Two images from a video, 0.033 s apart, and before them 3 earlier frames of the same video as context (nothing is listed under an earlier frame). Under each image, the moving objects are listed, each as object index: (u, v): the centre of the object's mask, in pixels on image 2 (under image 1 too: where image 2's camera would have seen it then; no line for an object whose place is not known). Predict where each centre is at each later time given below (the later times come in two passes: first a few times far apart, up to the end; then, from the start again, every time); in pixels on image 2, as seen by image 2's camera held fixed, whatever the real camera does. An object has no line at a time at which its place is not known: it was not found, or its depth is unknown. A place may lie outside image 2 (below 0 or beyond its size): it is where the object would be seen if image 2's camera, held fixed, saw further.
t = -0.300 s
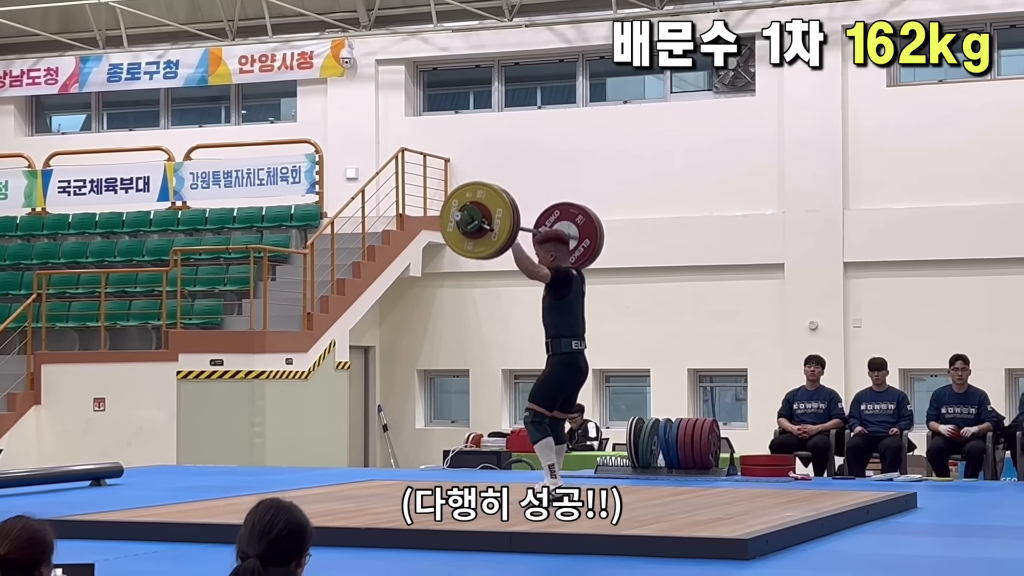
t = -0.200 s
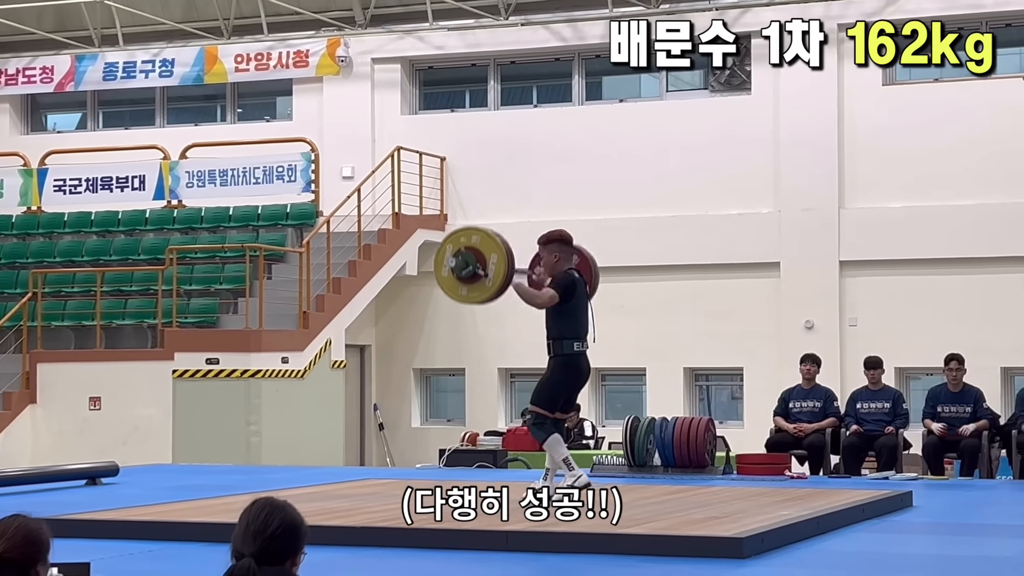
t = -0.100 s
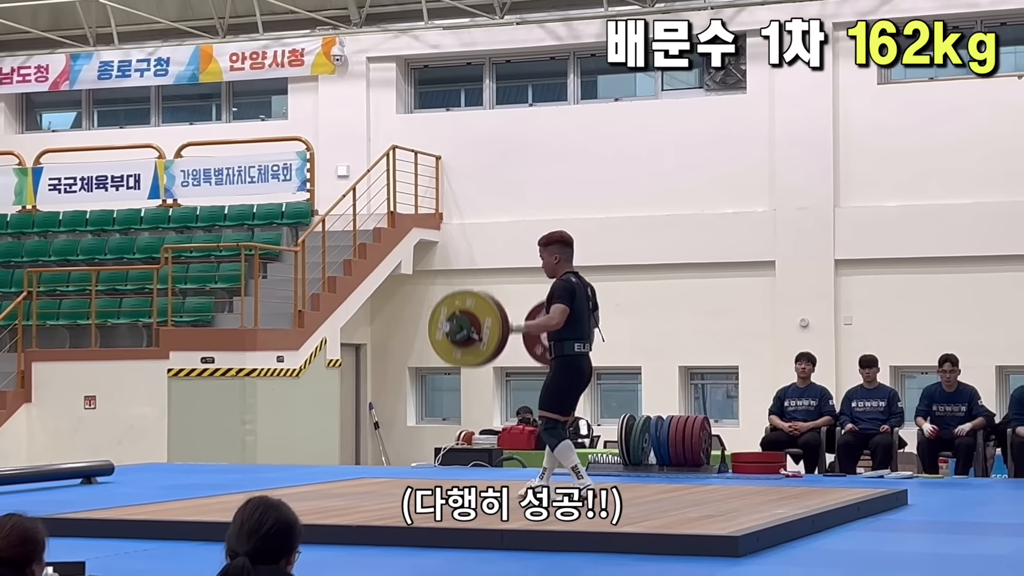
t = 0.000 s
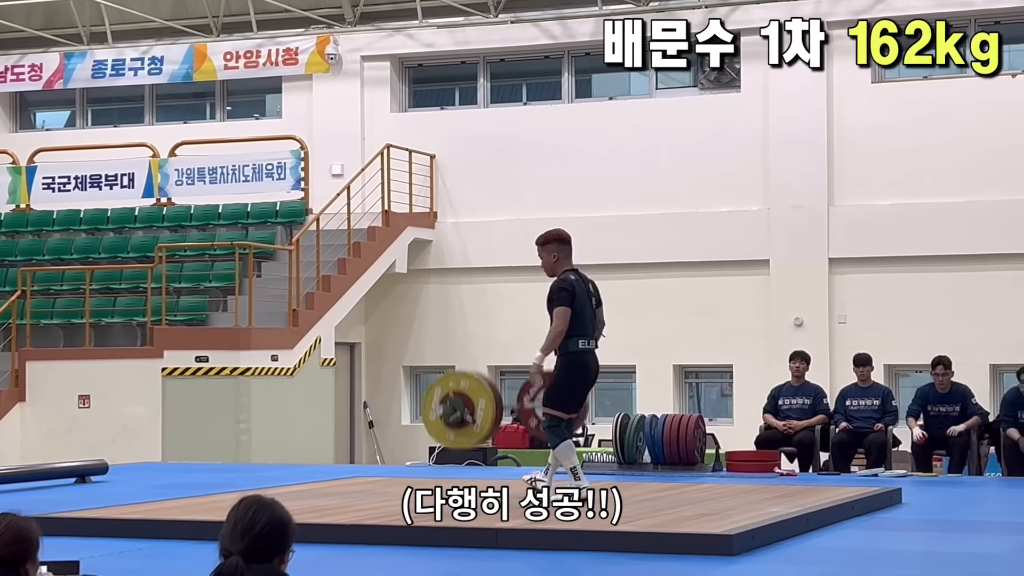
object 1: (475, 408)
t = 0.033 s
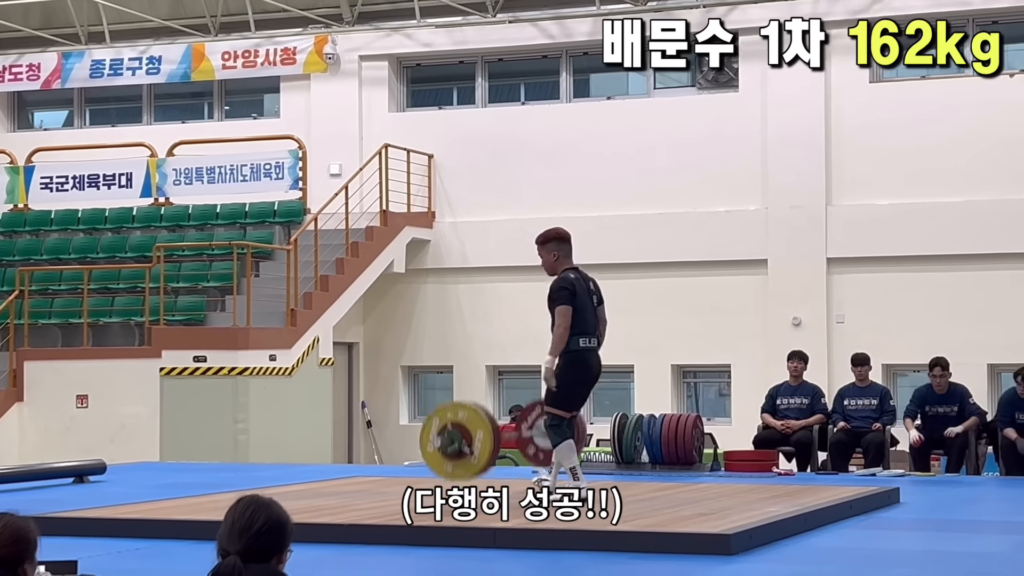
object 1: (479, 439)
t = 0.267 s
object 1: (493, 391)
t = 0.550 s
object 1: (495, 401)
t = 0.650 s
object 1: (497, 436)
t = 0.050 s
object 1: (481, 452)
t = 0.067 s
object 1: (487, 460)
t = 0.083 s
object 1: (486, 456)
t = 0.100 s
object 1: (486, 450)
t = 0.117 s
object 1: (485, 442)
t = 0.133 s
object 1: (485, 435)
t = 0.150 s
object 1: (485, 428)
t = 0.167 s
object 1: (486, 421)
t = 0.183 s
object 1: (487, 415)
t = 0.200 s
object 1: (489, 409)
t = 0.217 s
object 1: (489, 404)
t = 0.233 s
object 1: (491, 399)
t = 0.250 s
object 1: (492, 395)
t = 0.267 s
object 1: (493, 391)
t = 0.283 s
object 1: (494, 388)
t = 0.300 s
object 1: (495, 385)
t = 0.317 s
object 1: (496, 383)
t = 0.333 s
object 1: (497, 382)
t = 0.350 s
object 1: (497, 381)
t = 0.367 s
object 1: (497, 380)
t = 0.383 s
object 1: (496, 379)
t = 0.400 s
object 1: (496, 379)
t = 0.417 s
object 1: (497, 380)
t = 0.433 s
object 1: (496, 381)
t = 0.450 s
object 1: (496, 382)
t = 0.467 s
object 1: (496, 384)
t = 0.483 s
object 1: (496, 387)
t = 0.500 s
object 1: (496, 389)
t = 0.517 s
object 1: (496, 393)
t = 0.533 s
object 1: (495, 396)
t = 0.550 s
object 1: (495, 401)
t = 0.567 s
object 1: (495, 405)
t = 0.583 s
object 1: (495, 410)
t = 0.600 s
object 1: (494, 416)
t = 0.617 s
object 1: (494, 422)
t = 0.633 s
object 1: (497, 429)
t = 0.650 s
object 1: (497, 436)
